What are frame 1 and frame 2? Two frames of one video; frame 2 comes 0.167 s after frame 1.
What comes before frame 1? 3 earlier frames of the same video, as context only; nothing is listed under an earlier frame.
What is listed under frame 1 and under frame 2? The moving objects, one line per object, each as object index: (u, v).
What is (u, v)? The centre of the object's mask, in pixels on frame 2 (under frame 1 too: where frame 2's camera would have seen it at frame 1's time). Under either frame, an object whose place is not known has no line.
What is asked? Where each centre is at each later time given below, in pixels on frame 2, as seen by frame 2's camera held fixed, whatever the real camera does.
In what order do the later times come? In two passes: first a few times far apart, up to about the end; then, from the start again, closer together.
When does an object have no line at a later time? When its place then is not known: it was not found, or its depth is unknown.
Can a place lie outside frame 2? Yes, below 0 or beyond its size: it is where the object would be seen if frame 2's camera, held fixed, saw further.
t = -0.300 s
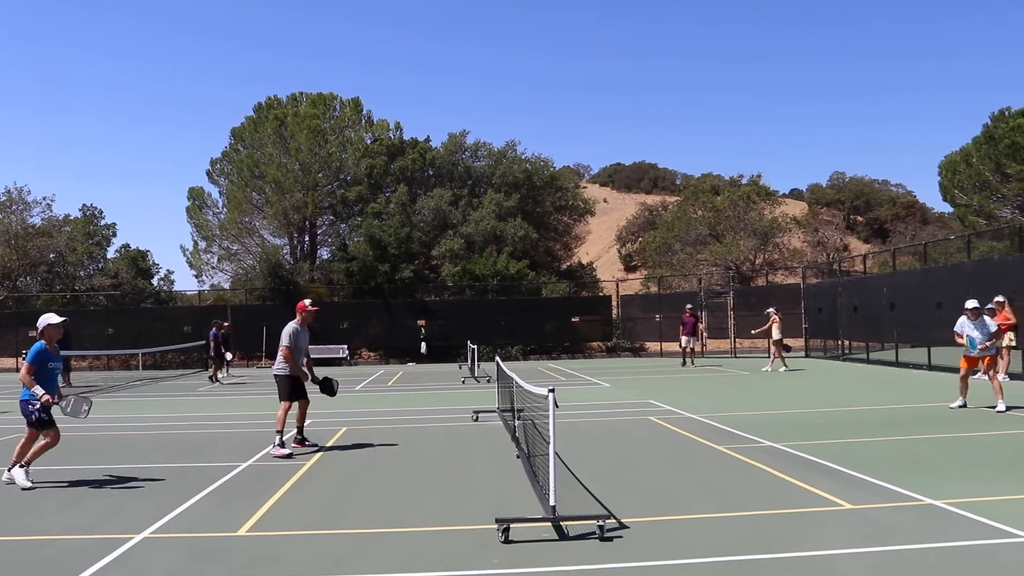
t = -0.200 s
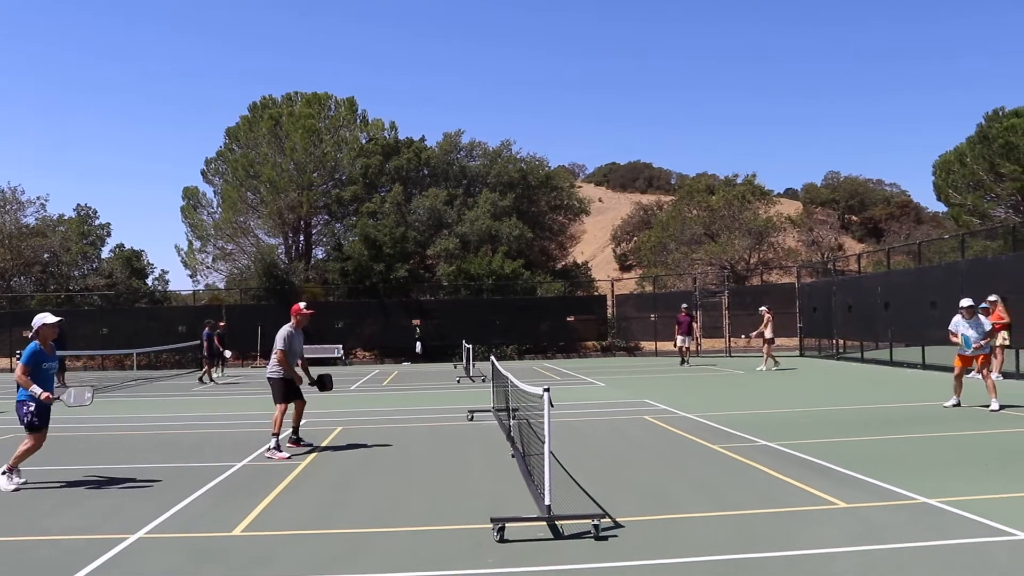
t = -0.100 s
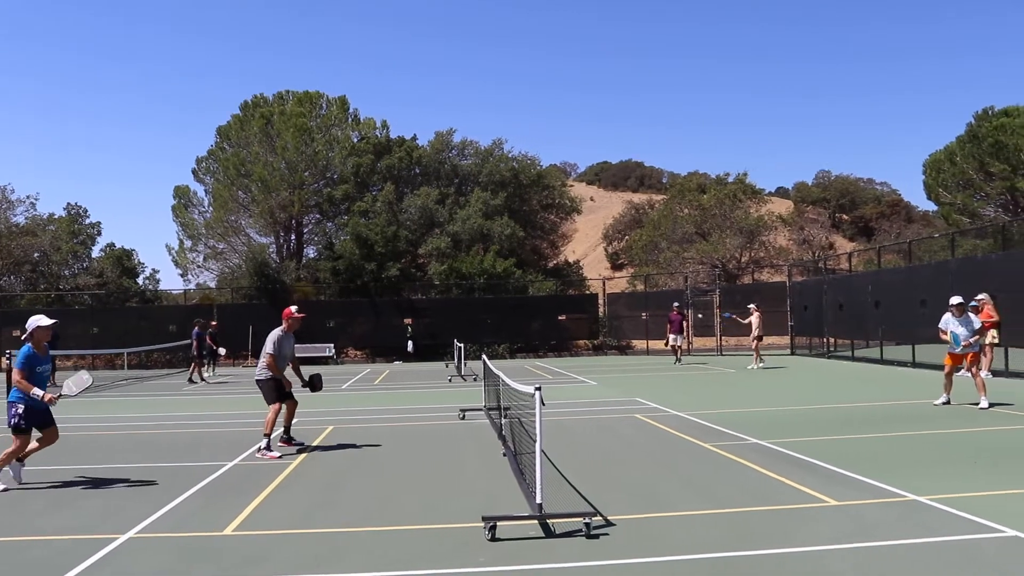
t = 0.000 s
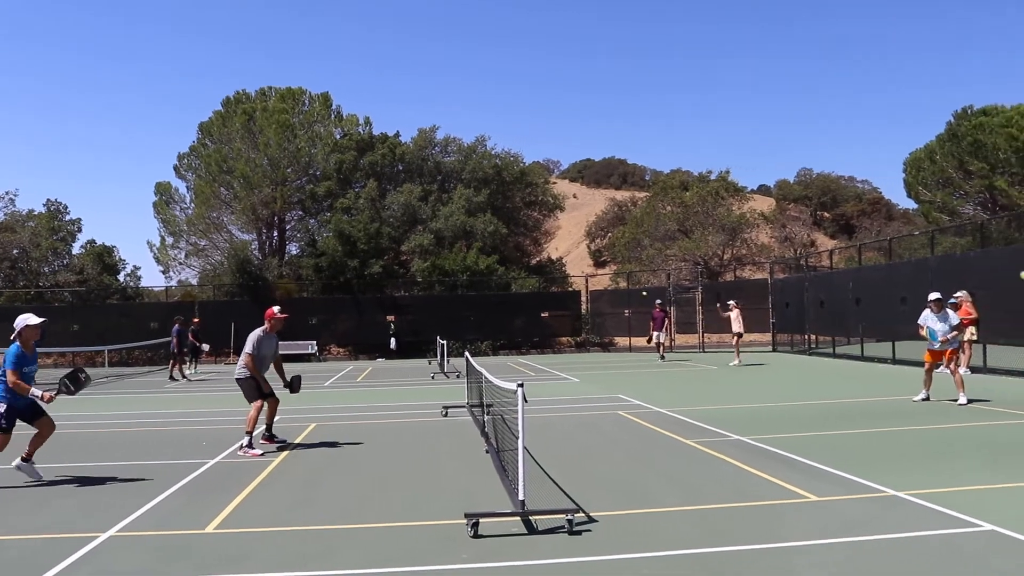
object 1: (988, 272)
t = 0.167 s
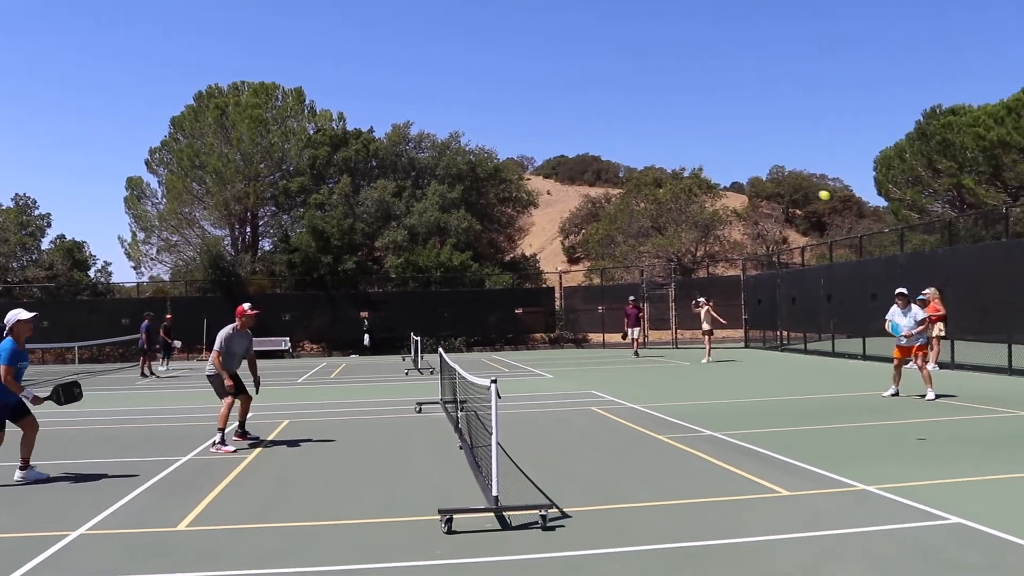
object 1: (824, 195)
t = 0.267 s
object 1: (727, 161)
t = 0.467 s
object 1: (543, 123)
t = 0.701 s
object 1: (346, 127)
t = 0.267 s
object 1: (727, 161)
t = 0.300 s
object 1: (695, 151)
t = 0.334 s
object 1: (664, 144)
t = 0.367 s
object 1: (633, 137)
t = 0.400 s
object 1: (603, 131)
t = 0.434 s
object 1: (573, 126)
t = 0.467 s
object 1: (543, 123)
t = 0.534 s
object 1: (485, 118)
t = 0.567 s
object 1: (456, 118)
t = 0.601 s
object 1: (428, 118)
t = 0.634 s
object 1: (401, 120)
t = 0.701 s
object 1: (346, 127)
